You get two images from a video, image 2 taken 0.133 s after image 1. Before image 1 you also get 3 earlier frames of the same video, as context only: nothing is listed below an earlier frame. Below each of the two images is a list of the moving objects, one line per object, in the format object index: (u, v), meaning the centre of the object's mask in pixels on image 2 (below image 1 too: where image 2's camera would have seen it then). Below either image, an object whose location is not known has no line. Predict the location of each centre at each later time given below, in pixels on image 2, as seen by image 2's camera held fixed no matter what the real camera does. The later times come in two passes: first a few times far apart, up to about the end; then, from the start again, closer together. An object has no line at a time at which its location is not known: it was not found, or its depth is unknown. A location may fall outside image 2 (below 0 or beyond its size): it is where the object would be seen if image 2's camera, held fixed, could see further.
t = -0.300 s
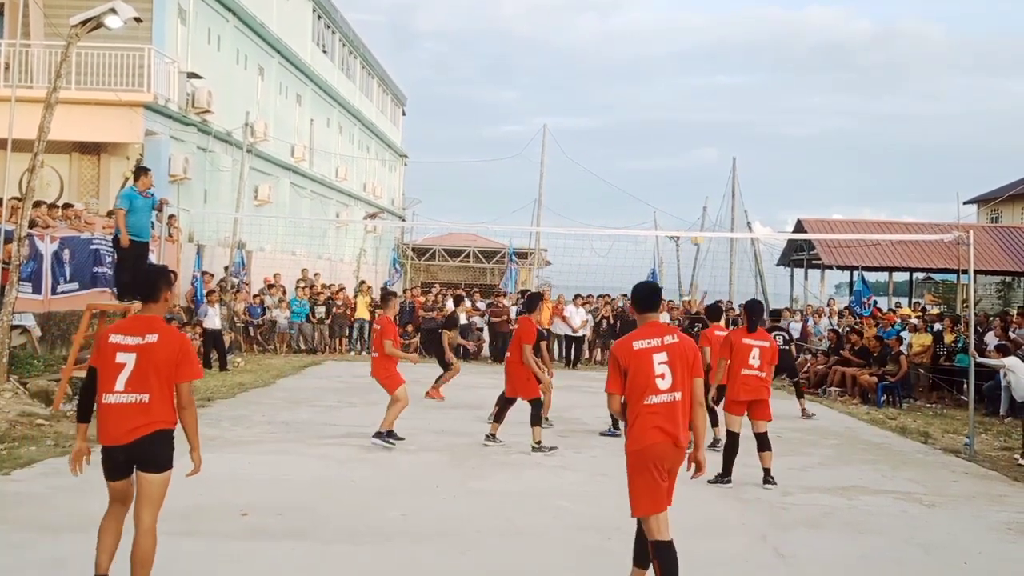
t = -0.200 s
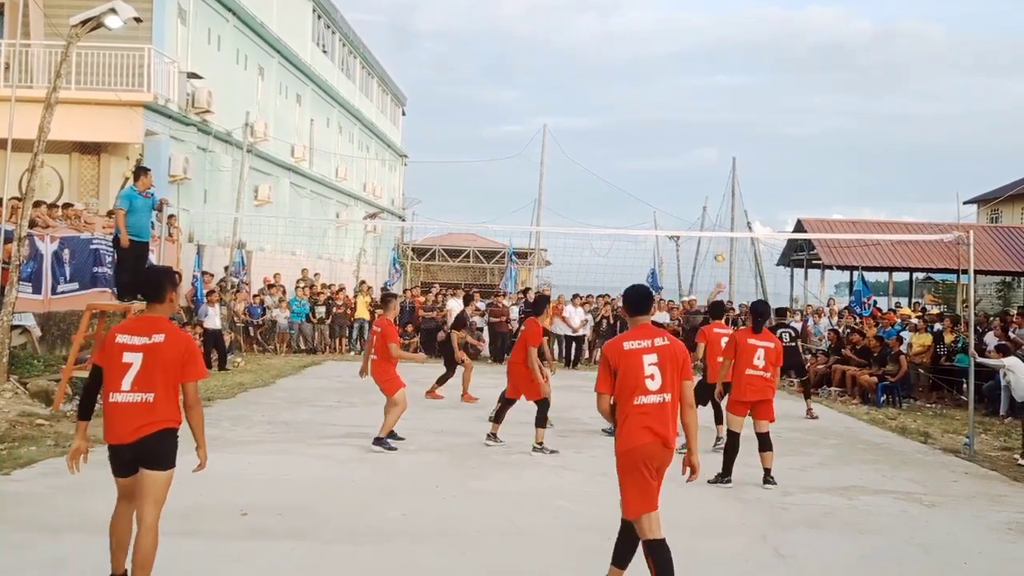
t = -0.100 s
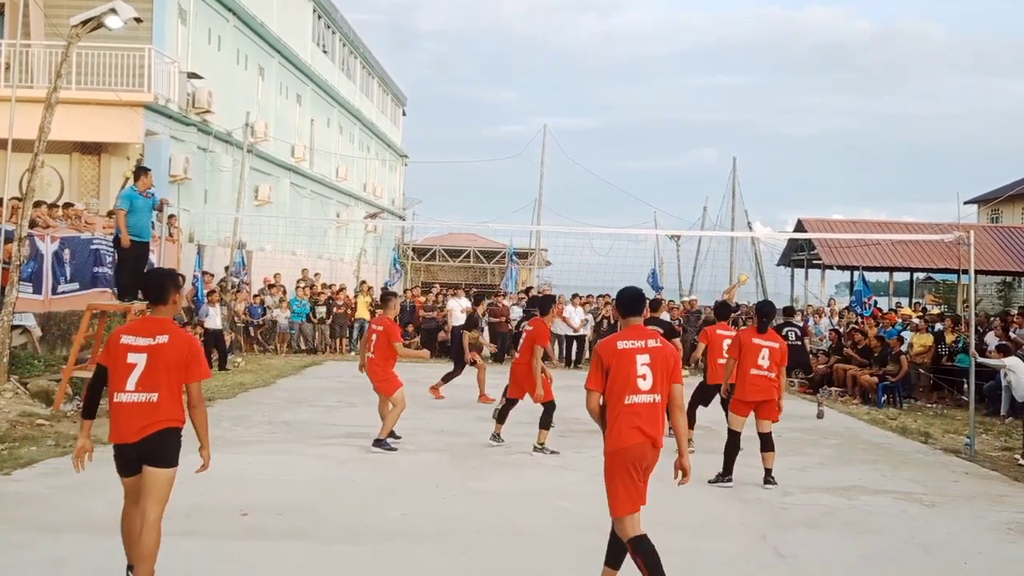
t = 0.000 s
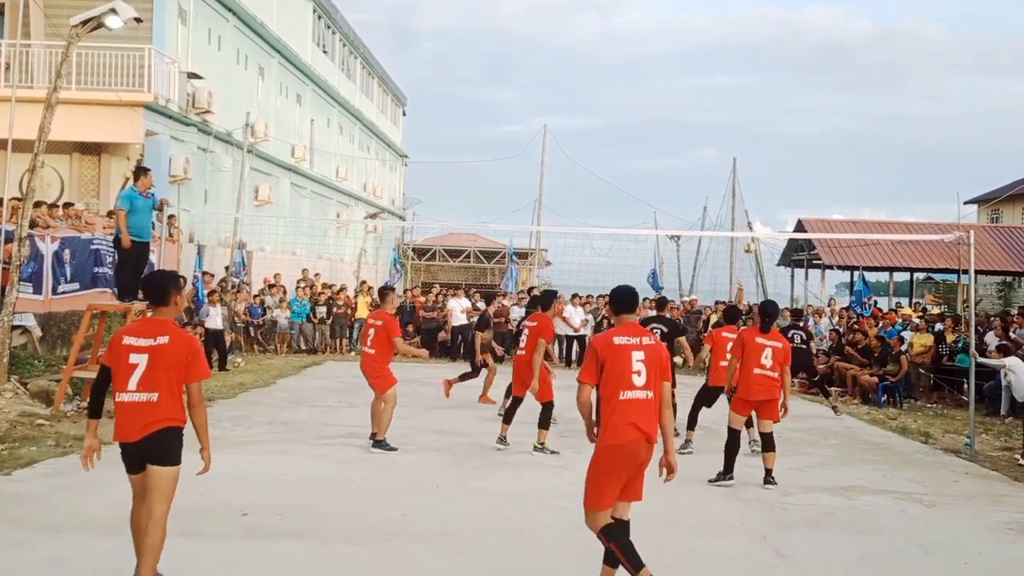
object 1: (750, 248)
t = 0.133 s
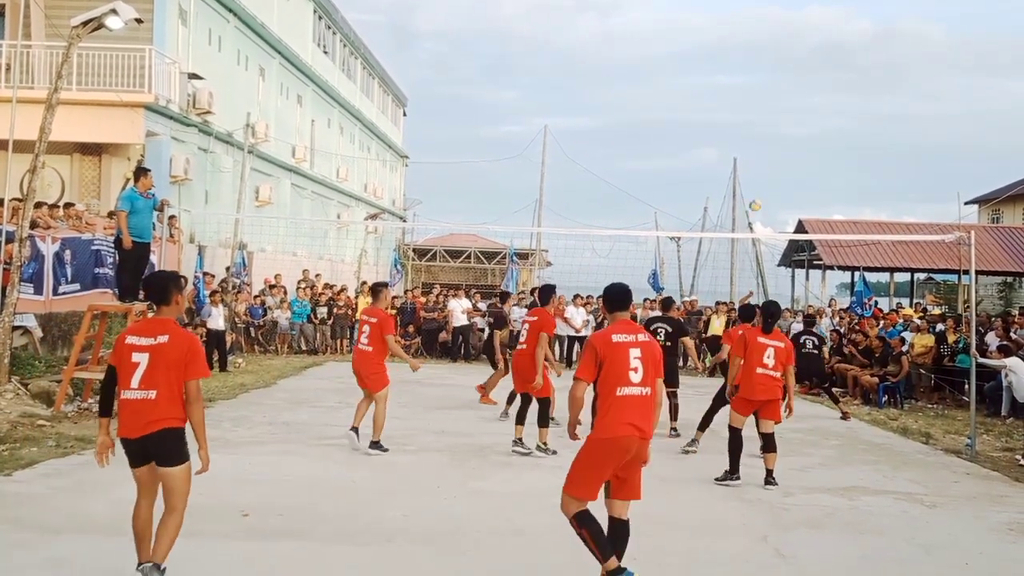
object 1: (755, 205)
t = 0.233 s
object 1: (759, 178)
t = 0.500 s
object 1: (769, 133)
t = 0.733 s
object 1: (779, 126)
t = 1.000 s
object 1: (788, 161)
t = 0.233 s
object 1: (759, 178)
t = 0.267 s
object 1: (760, 171)
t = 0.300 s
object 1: (761, 164)
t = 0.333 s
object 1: (763, 157)
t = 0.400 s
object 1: (766, 146)
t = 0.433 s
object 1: (766, 141)
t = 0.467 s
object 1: (768, 136)
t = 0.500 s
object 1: (769, 133)
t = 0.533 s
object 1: (771, 130)
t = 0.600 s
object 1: (773, 126)
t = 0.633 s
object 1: (775, 125)
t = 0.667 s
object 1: (776, 125)
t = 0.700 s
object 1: (777, 125)
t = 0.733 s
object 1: (779, 126)
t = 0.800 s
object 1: (781, 130)
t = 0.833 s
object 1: (782, 133)
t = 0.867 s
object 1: (783, 137)
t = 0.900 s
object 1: (785, 142)
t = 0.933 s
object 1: (786, 147)
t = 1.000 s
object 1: (788, 161)
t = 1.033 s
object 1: (789, 170)
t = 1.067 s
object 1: (790, 178)
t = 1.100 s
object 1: (791, 187)
